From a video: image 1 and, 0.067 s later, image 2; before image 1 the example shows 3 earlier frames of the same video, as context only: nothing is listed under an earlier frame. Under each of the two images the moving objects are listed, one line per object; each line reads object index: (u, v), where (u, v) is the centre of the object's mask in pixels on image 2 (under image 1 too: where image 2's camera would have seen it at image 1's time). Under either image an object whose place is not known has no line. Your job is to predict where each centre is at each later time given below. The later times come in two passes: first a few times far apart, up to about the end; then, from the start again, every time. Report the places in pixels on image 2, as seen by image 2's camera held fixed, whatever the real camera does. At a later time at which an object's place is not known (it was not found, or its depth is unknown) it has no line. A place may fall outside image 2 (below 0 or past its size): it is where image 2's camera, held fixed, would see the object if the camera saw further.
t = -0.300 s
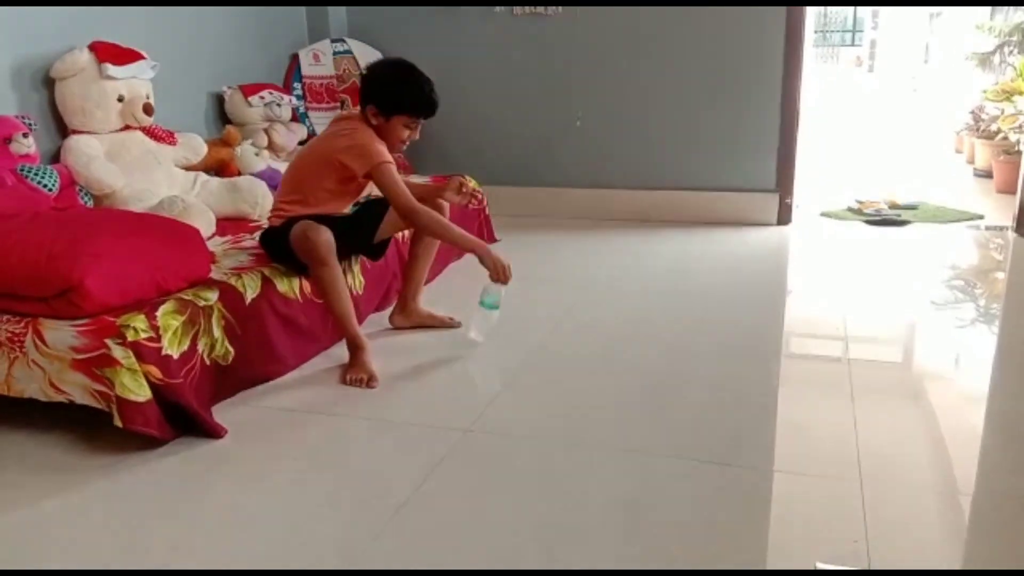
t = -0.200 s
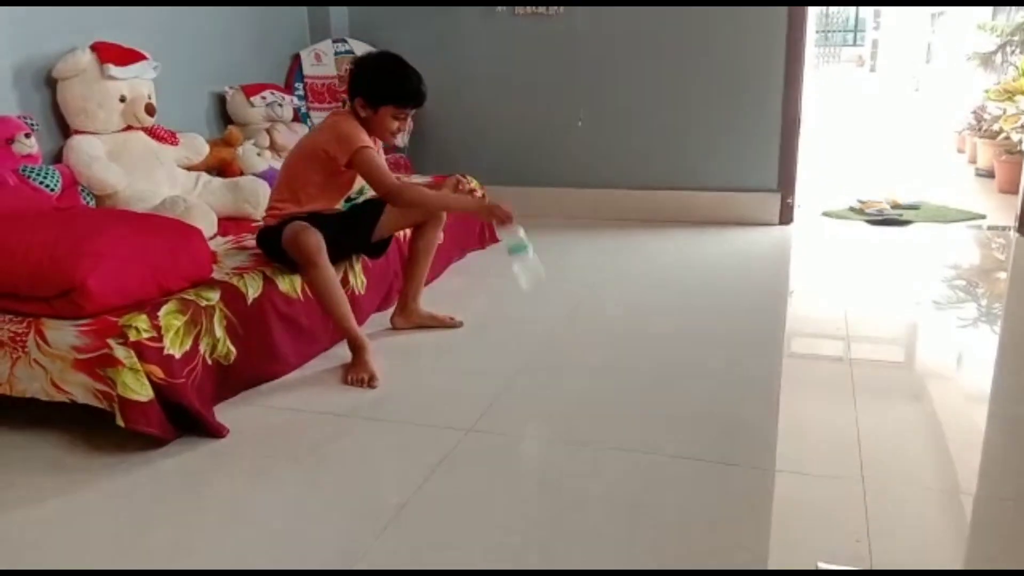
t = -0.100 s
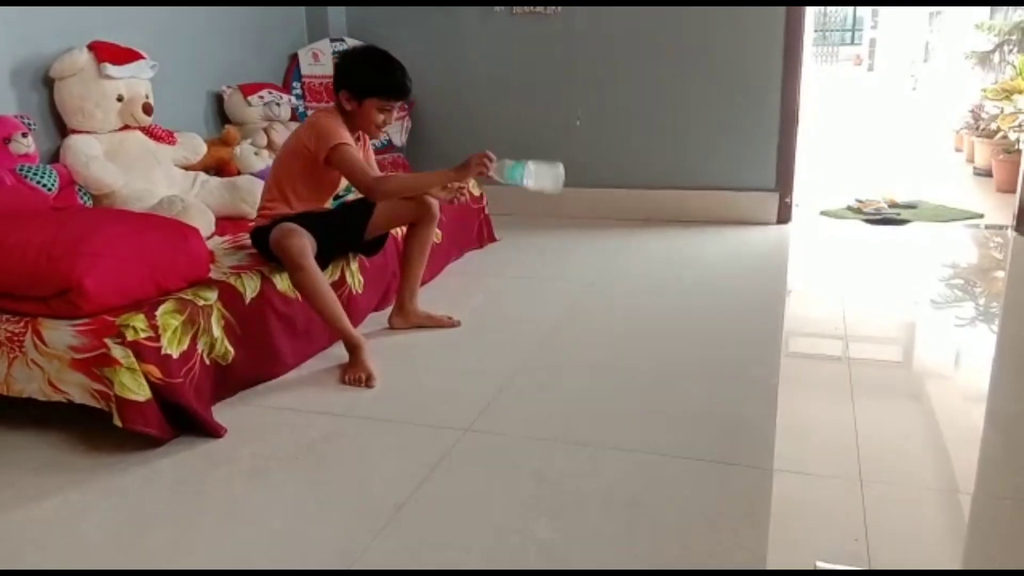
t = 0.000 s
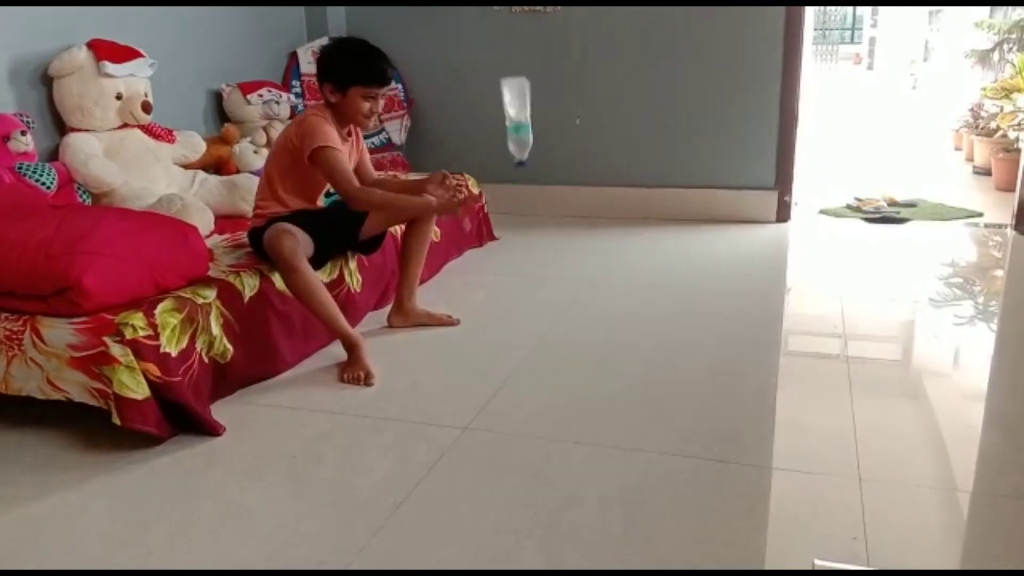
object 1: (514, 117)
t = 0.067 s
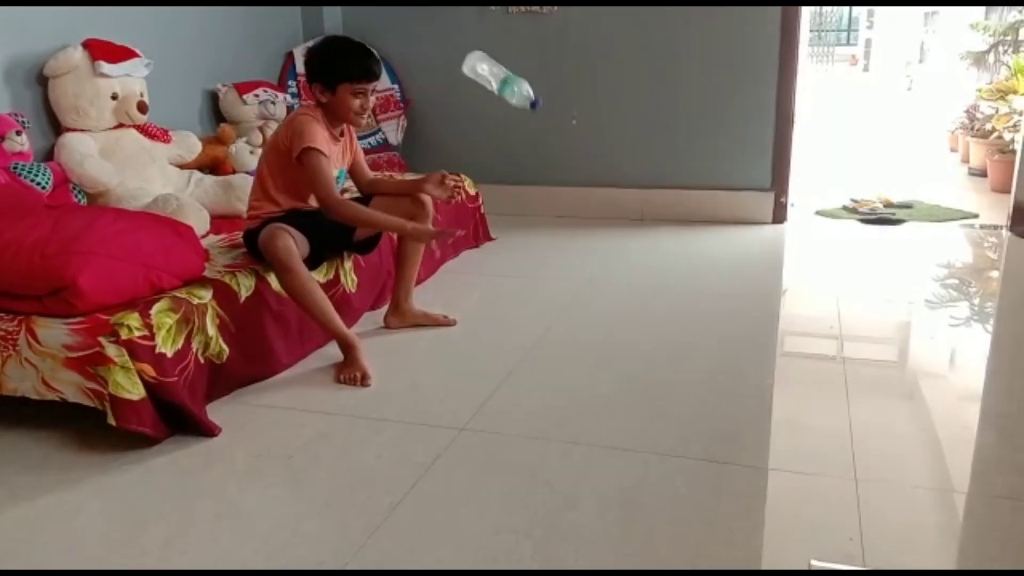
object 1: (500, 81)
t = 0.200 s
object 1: (458, 73)
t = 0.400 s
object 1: (400, 217)
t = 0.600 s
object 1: (346, 352)
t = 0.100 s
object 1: (490, 70)
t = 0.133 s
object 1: (480, 65)
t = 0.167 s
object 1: (468, 67)
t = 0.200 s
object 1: (458, 73)
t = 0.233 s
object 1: (446, 86)
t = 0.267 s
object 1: (436, 103)
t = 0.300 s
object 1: (426, 124)
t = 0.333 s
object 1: (417, 150)
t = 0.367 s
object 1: (408, 181)
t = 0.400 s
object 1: (400, 217)
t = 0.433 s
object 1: (393, 254)
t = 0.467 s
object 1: (386, 294)
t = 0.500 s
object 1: (378, 335)
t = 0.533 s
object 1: (364, 350)
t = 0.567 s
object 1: (355, 351)
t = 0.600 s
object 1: (346, 352)
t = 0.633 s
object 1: (337, 352)
